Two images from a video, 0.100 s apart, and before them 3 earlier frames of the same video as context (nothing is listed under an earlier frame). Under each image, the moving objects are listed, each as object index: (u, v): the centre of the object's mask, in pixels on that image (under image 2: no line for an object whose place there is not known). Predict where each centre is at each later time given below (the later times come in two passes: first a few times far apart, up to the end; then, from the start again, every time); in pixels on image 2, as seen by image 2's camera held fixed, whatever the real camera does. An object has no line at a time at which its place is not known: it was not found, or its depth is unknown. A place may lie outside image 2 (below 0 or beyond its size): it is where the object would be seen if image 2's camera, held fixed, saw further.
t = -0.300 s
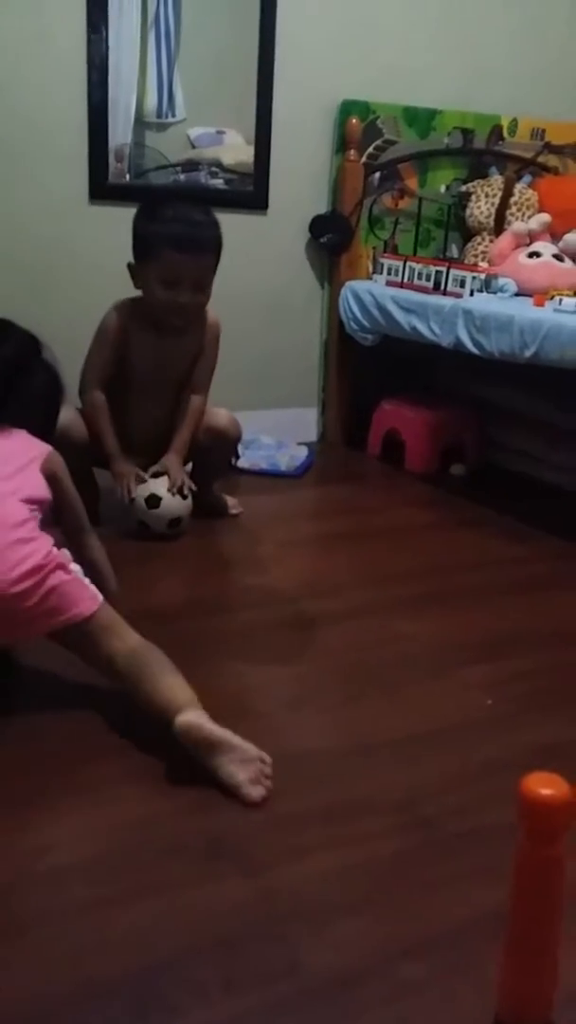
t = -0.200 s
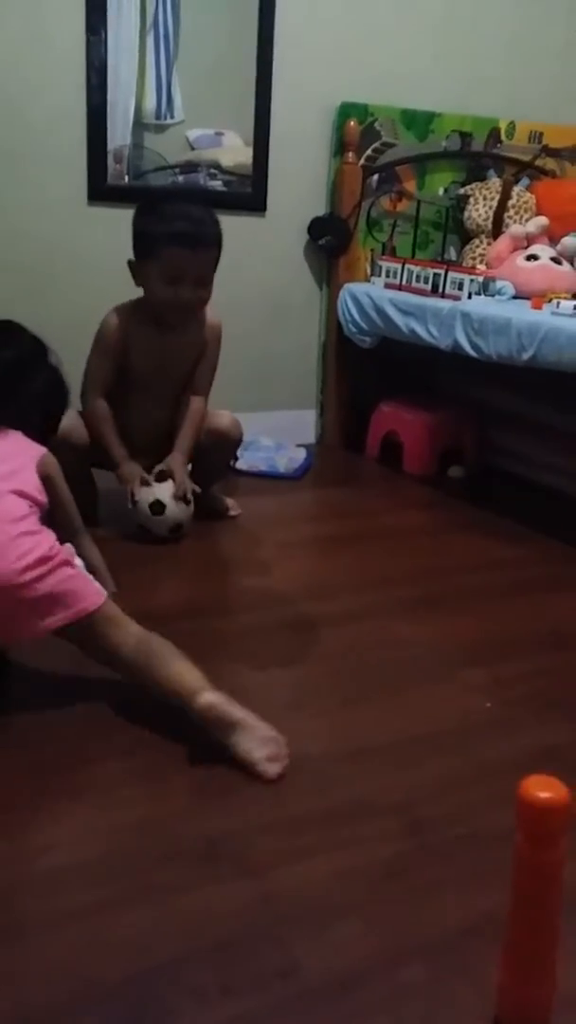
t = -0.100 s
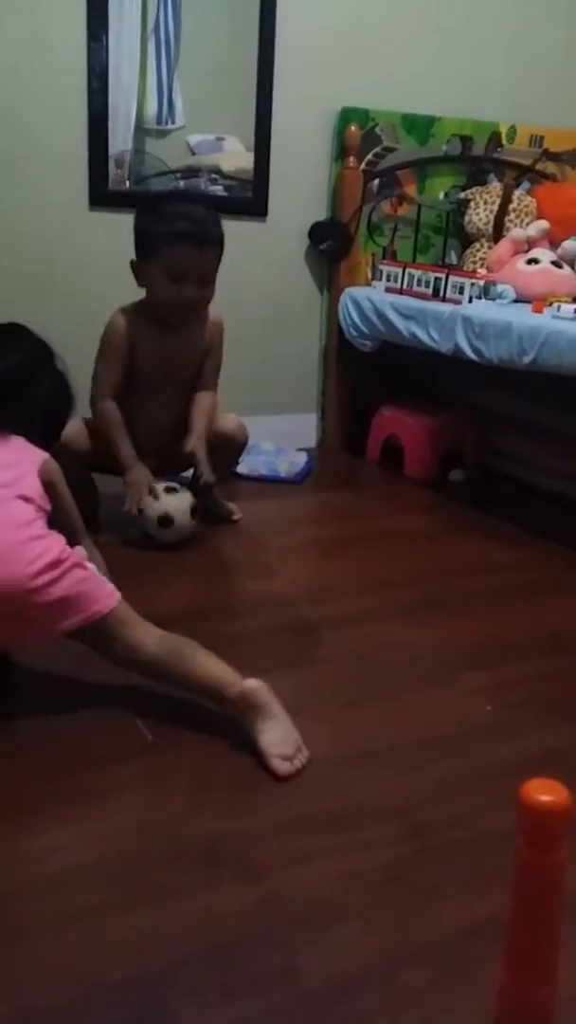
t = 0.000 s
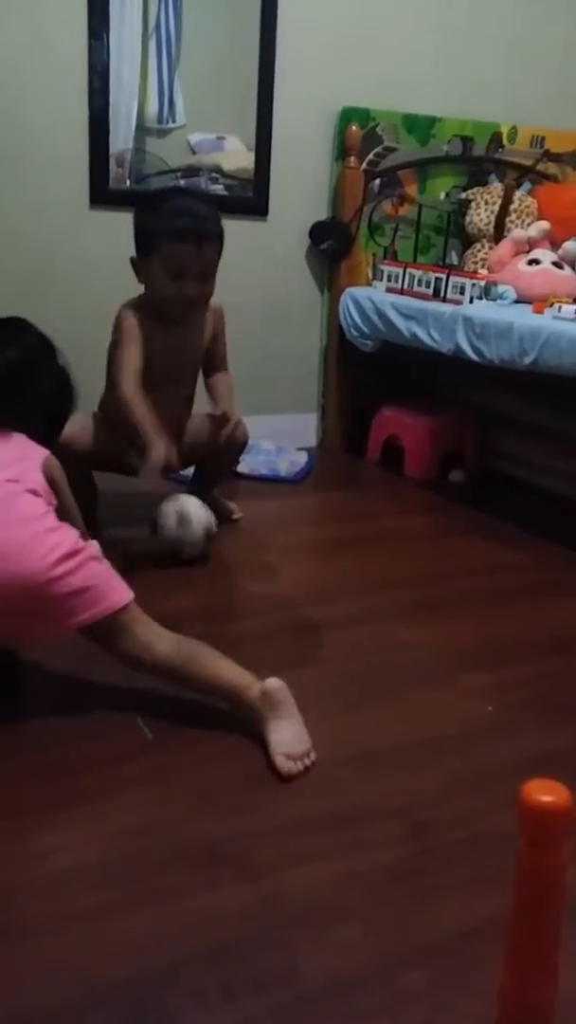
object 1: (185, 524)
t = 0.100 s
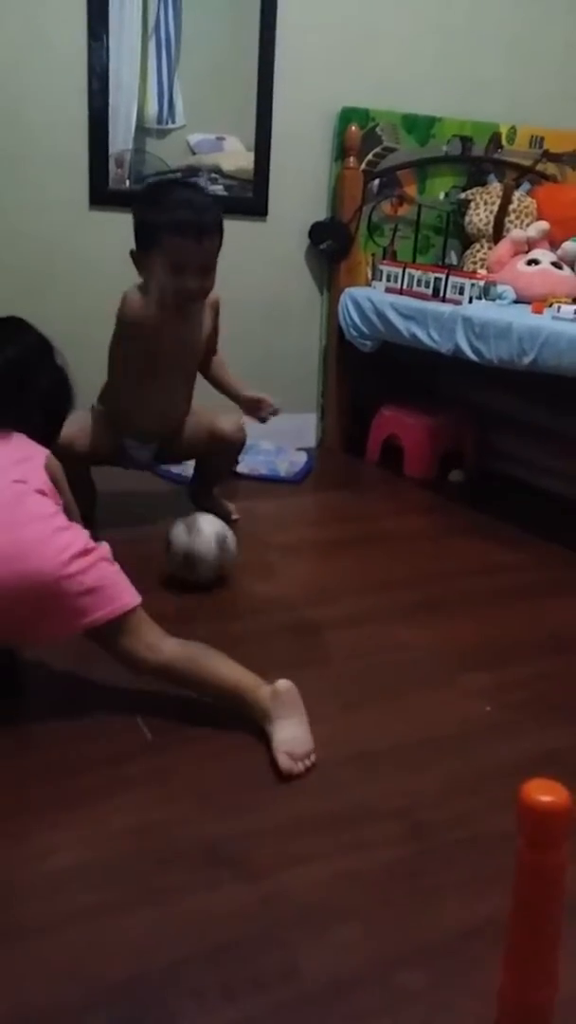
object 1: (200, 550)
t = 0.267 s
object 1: (238, 591)
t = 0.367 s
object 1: (265, 621)
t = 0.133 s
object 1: (207, 555)
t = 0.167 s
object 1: (214, 568)
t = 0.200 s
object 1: (221, 574)
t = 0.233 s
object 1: (231, 583)
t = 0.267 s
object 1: (238, 591)
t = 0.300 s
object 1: (247, 602)
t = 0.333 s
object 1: (255, 611)
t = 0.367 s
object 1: (265, 621)
